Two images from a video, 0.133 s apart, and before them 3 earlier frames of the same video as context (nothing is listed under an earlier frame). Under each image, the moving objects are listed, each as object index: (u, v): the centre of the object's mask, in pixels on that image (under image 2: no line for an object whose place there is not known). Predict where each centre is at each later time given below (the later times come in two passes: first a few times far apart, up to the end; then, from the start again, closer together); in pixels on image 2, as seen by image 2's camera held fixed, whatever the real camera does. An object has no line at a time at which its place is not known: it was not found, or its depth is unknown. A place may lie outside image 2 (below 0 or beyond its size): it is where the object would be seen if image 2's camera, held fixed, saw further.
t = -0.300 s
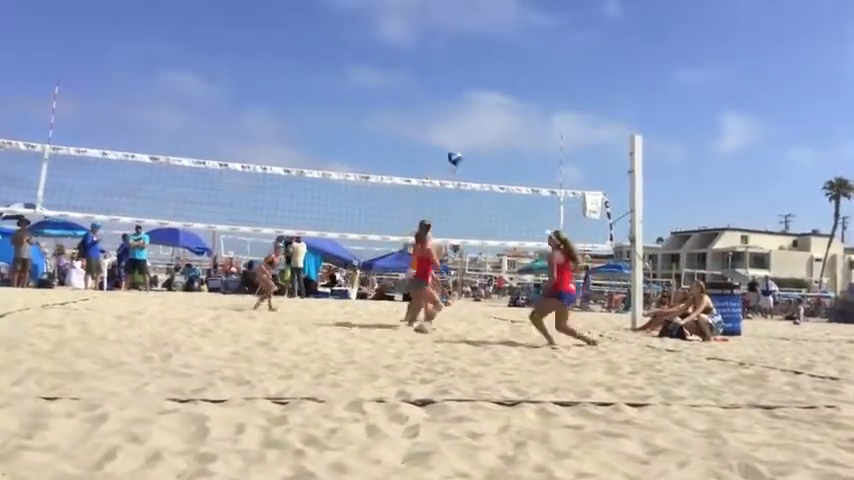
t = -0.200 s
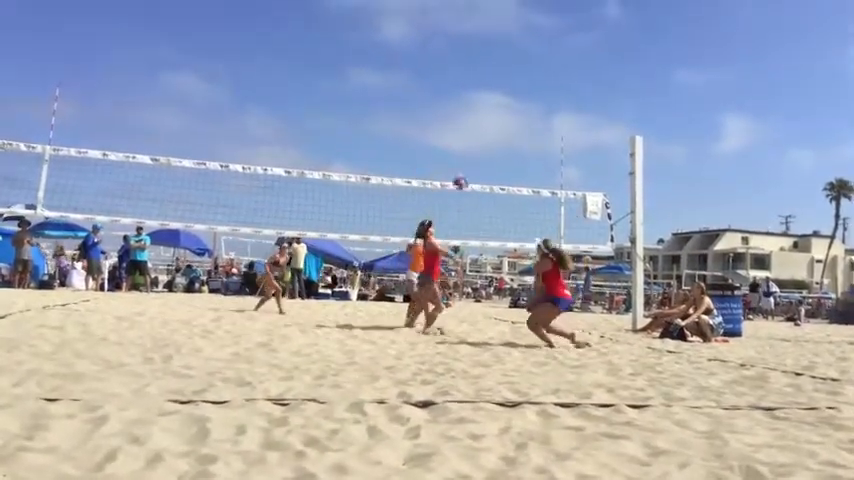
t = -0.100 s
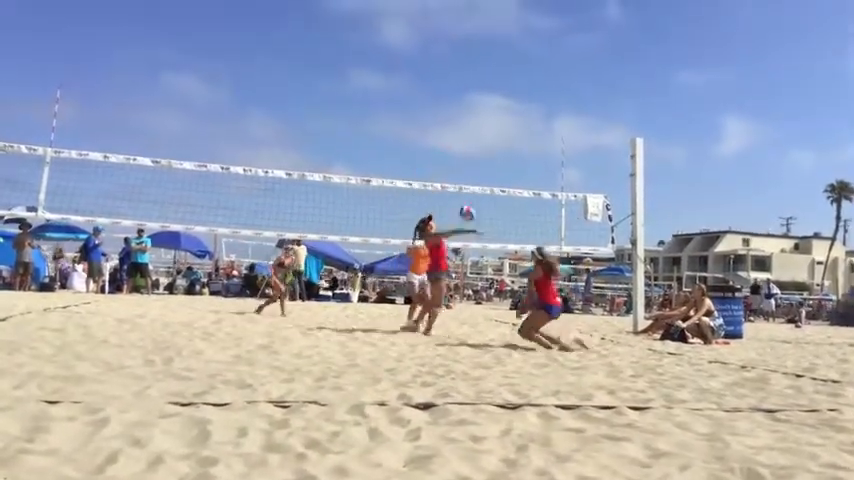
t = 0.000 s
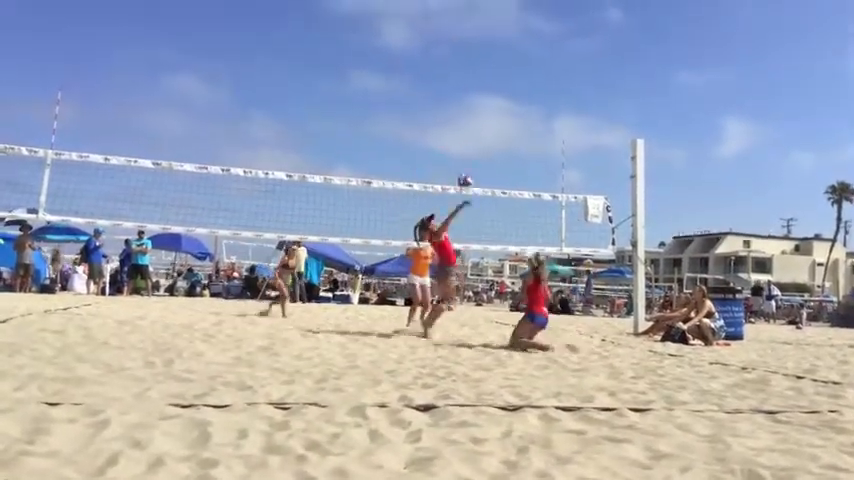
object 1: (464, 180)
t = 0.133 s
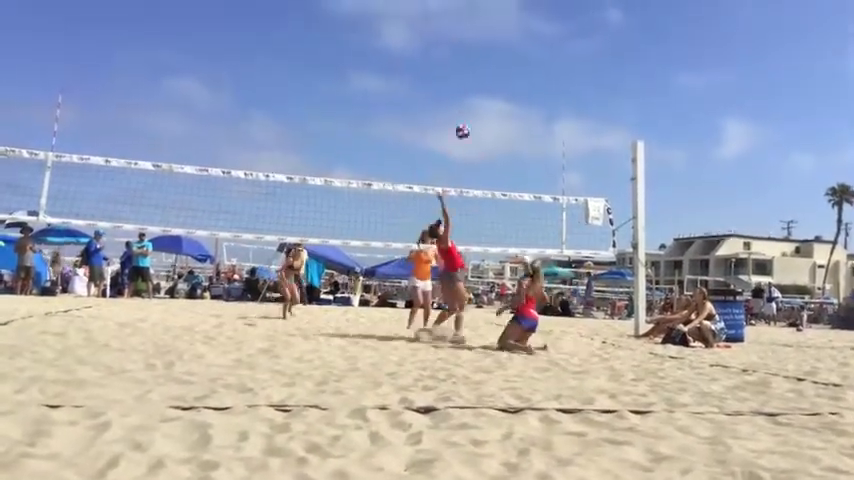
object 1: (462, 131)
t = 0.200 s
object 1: (461, 111)
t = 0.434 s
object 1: (458, 68)
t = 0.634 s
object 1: (456, 59)
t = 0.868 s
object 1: (454, 77)
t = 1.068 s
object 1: (452, 115)
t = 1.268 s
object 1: (450, 172)
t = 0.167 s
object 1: (461, 121)
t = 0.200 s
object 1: (461, 111)
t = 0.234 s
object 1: (461, 104)
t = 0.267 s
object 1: (461, 95)
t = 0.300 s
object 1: (460, 88)
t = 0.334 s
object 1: (459, 82)
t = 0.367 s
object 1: (459, 76)
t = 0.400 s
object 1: (458, 71)
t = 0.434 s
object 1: (458, 68)
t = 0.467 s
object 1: (457, 64)
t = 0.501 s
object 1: (457, 62)
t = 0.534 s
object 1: (457, 59)
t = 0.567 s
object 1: (456, 59)
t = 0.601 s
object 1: (456, 59)
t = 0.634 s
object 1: (456, 59)
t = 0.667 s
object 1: (455, 60)
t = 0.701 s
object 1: (455, 61)
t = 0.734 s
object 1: (454, 62)
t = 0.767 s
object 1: (454, 64)
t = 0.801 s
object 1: (454, 69)
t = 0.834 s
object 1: (454, 73)
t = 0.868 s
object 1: (454, 77)
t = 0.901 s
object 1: (454, 81)
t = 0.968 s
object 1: (452, 94)
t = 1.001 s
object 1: (452, 101)
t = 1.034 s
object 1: (452, 108)
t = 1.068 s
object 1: (452, 115)
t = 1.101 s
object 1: (451, 124)
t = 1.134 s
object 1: (451, 132)
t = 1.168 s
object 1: (451, 141)
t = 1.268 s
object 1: (450, 172)
